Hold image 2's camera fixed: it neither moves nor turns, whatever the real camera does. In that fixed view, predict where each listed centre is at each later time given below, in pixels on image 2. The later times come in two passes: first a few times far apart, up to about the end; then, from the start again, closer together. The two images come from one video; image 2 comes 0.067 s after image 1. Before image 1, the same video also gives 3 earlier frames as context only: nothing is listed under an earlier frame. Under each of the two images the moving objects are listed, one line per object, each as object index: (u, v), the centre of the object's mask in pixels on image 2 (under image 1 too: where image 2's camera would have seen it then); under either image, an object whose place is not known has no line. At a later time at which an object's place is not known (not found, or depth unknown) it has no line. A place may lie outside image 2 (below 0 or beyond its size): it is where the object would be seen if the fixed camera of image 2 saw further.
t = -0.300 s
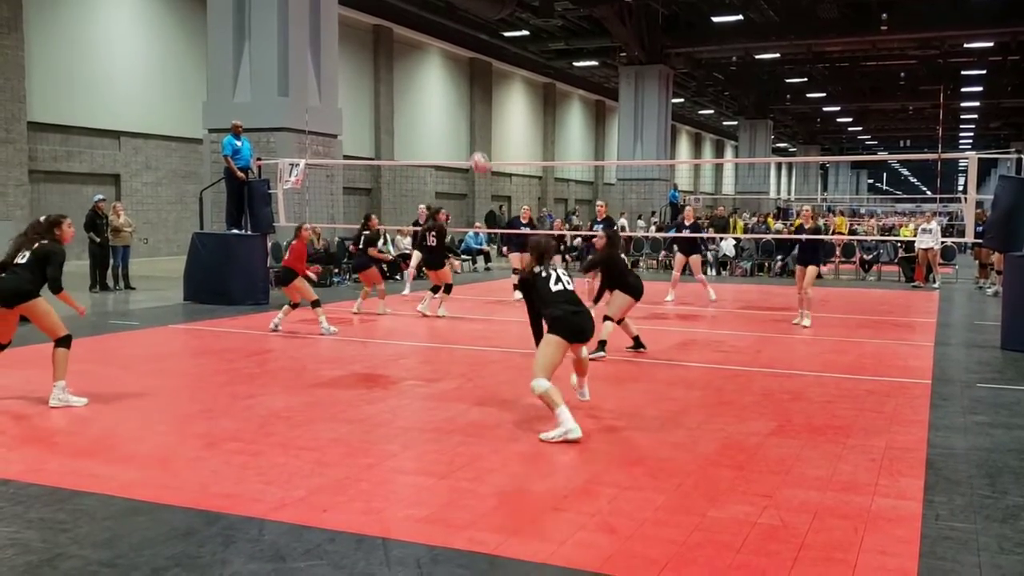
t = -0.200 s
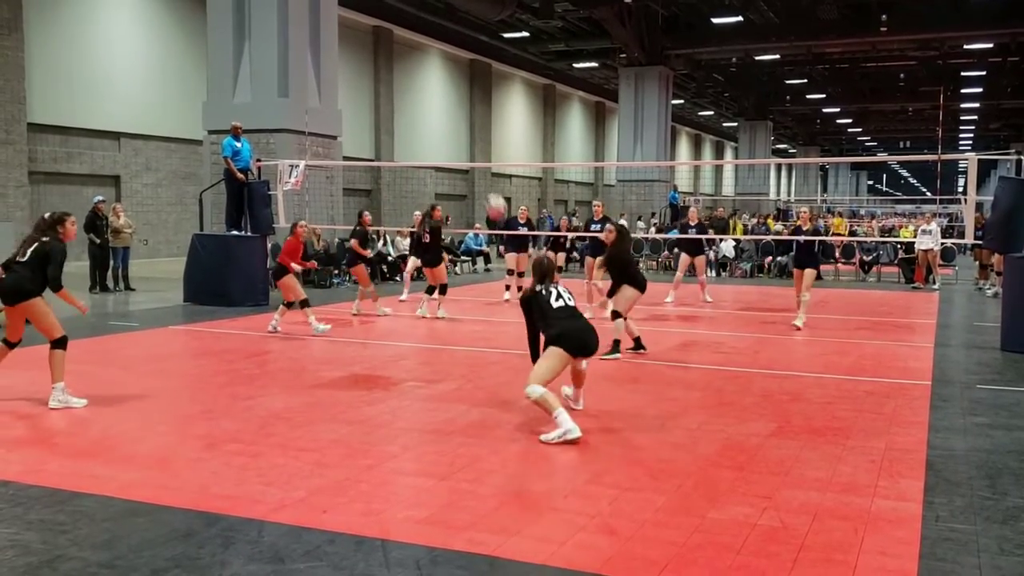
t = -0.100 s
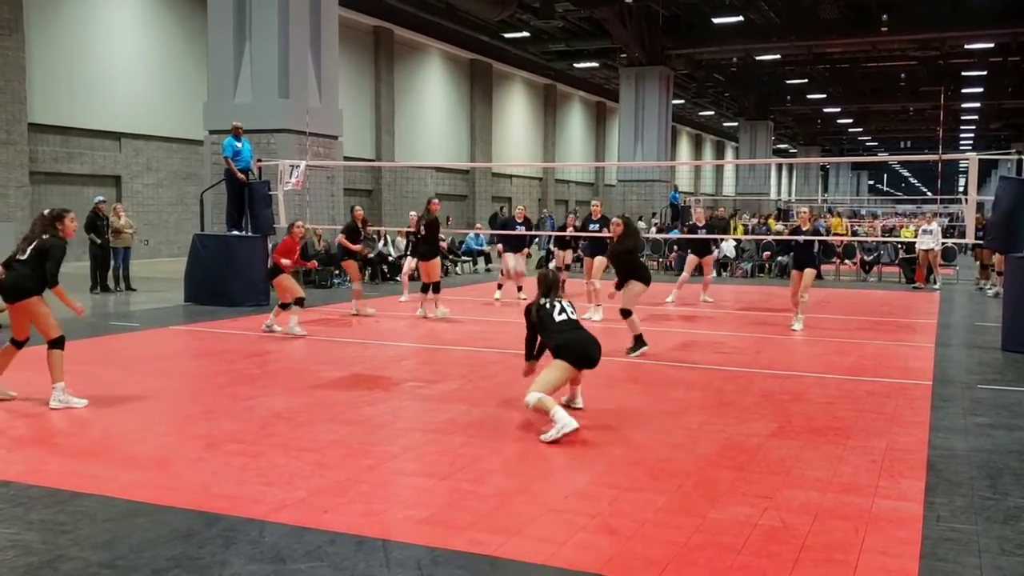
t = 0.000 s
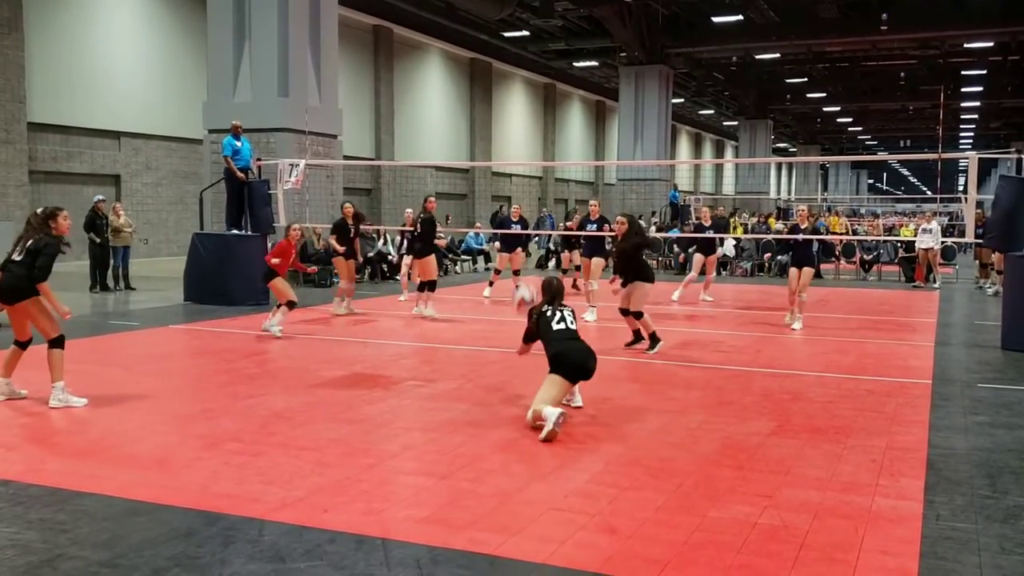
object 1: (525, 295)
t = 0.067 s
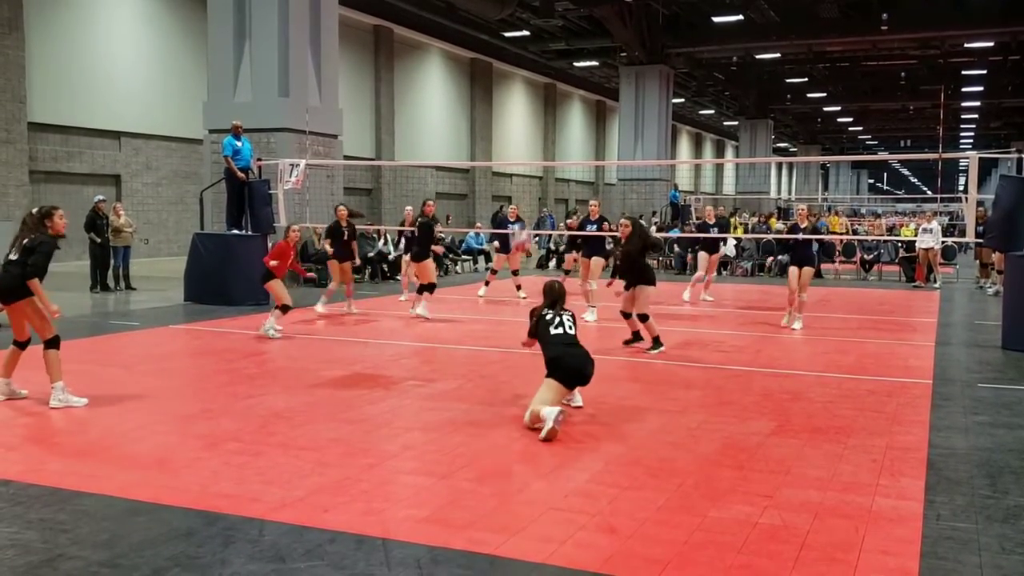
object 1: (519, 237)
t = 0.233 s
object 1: (509, 125)
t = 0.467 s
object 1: (495, 28)
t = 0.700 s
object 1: (483, 4)
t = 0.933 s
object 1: (472, 21)
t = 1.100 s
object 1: (465, 64)
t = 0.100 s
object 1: (518, 213)
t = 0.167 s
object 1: (514, 167)
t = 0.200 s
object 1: (510, 146)
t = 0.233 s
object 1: (509, 125)
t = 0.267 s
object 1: (506, 105)
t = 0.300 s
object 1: (505, 88)
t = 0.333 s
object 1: (502, 73)
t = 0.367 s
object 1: (501, 60)
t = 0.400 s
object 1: (499, 48)
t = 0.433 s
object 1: (498, 38)
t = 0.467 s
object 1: (495, 28)
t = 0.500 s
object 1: (493, 21)
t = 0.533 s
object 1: (492, 14)
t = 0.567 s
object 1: (490, 10)
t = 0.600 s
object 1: (489, 7)
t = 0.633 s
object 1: (488, 5)
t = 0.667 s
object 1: (486, 4)
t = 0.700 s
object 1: (483, 4)
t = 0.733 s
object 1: (482, 3)
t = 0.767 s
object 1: (480, 4)
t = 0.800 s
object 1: (478, 6)
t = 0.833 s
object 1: (477, 7)
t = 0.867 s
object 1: (476, 10)
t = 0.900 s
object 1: (474, 15)
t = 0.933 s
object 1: (472, 21)
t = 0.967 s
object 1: (471, 28)
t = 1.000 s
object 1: (469, 36)
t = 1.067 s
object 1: (466, 54)
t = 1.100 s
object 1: (465, 64)
